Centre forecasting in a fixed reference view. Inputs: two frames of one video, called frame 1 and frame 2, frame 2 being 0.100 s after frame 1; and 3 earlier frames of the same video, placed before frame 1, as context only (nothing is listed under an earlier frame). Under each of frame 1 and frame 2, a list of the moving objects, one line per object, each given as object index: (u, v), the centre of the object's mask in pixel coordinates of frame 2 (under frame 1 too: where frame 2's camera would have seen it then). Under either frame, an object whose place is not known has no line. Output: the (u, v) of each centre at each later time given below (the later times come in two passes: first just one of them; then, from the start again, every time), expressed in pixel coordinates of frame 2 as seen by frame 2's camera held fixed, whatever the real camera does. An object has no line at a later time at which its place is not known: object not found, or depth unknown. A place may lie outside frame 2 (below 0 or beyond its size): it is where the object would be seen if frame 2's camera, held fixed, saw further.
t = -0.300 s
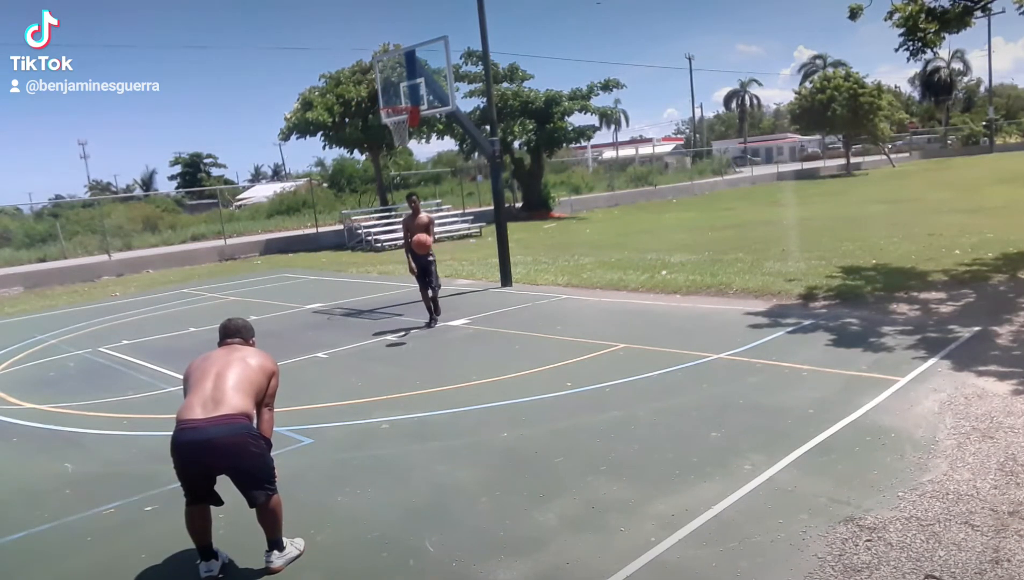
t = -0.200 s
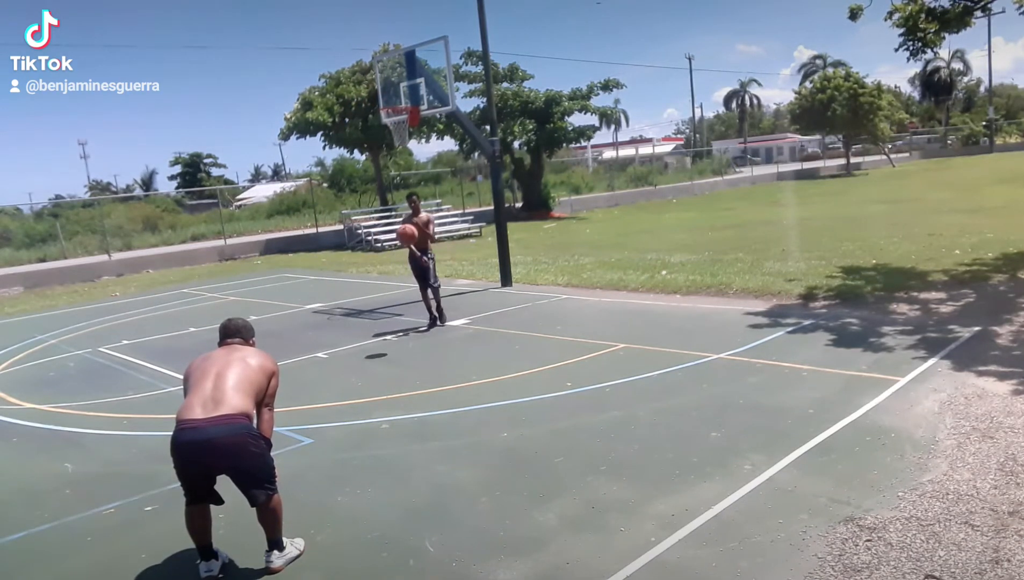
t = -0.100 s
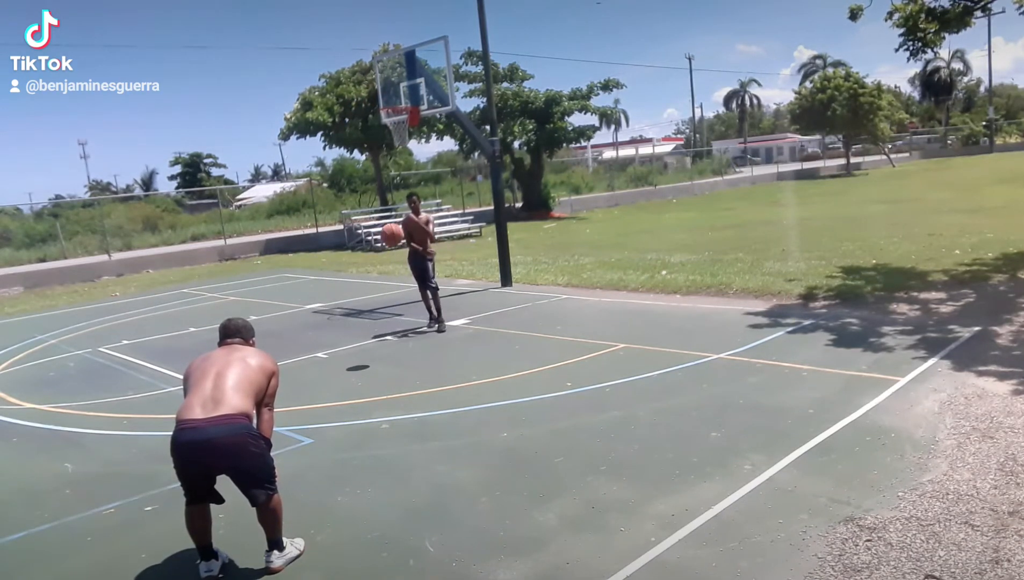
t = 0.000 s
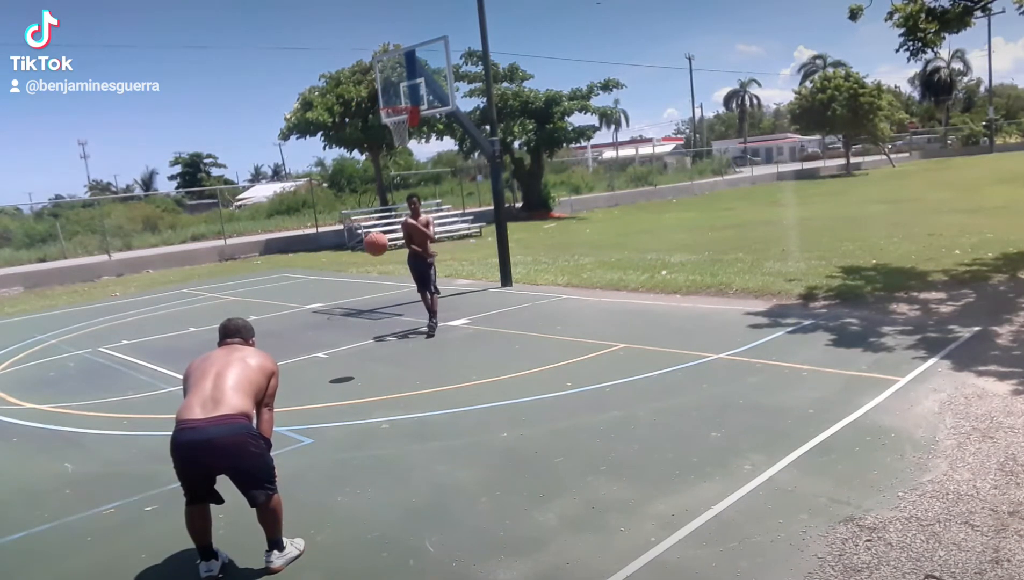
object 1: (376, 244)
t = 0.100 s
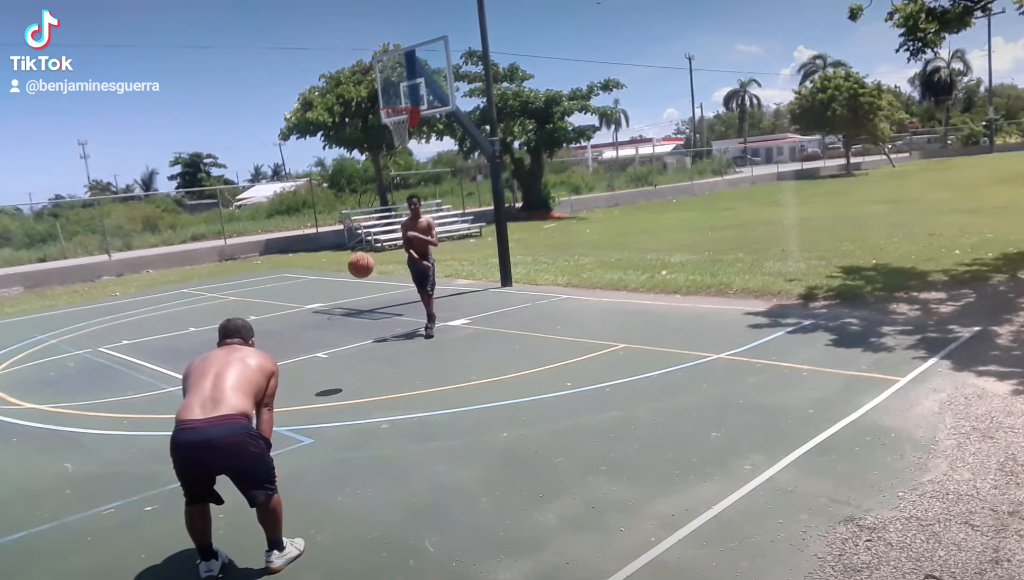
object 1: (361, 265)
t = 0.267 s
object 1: (335, 334)
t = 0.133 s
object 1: (355, 275)
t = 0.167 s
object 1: (350, 288)
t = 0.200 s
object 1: (345, 301)
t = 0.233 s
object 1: (340, 316)
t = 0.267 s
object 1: (335, 334)
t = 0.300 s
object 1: (330, 353)
